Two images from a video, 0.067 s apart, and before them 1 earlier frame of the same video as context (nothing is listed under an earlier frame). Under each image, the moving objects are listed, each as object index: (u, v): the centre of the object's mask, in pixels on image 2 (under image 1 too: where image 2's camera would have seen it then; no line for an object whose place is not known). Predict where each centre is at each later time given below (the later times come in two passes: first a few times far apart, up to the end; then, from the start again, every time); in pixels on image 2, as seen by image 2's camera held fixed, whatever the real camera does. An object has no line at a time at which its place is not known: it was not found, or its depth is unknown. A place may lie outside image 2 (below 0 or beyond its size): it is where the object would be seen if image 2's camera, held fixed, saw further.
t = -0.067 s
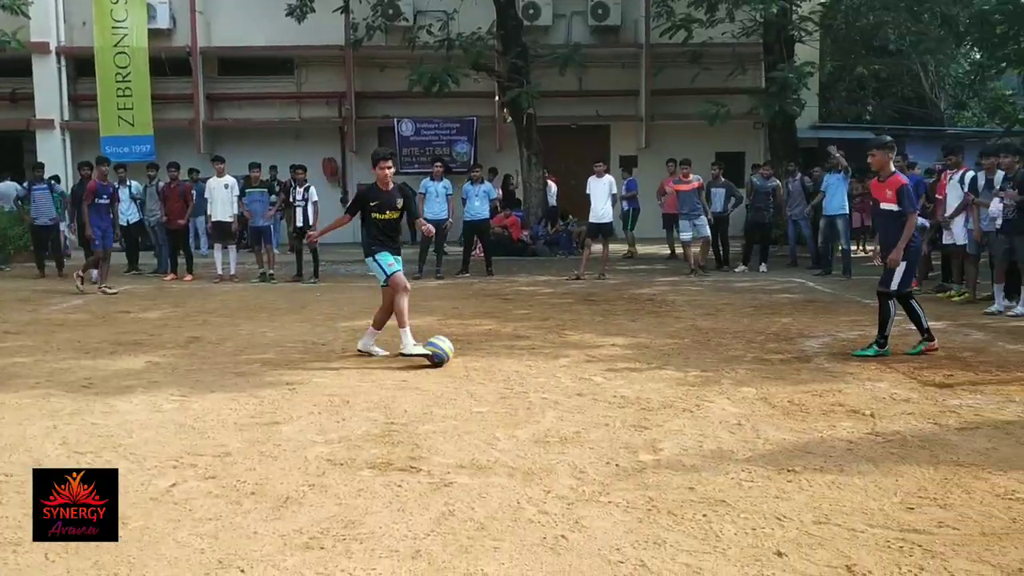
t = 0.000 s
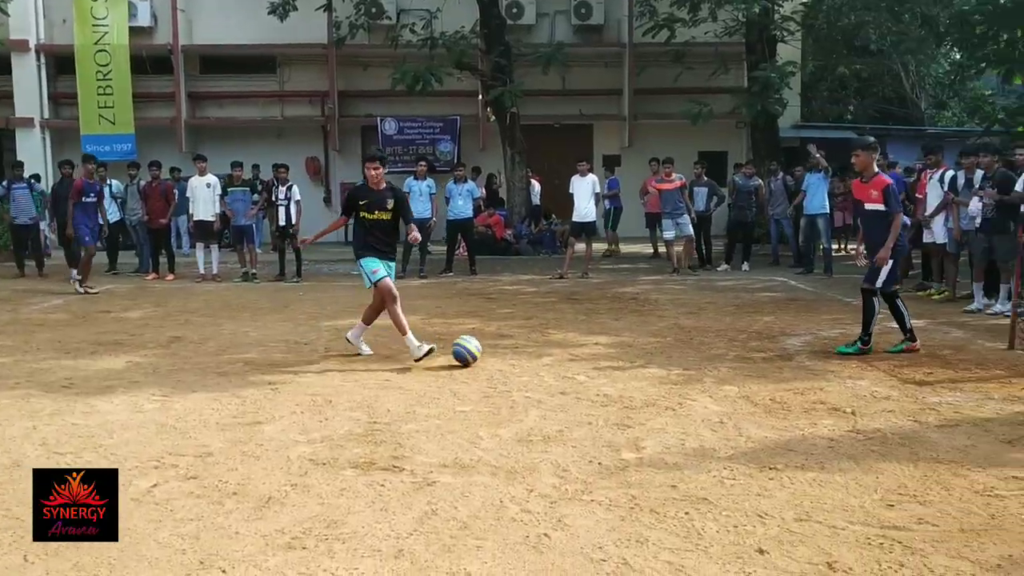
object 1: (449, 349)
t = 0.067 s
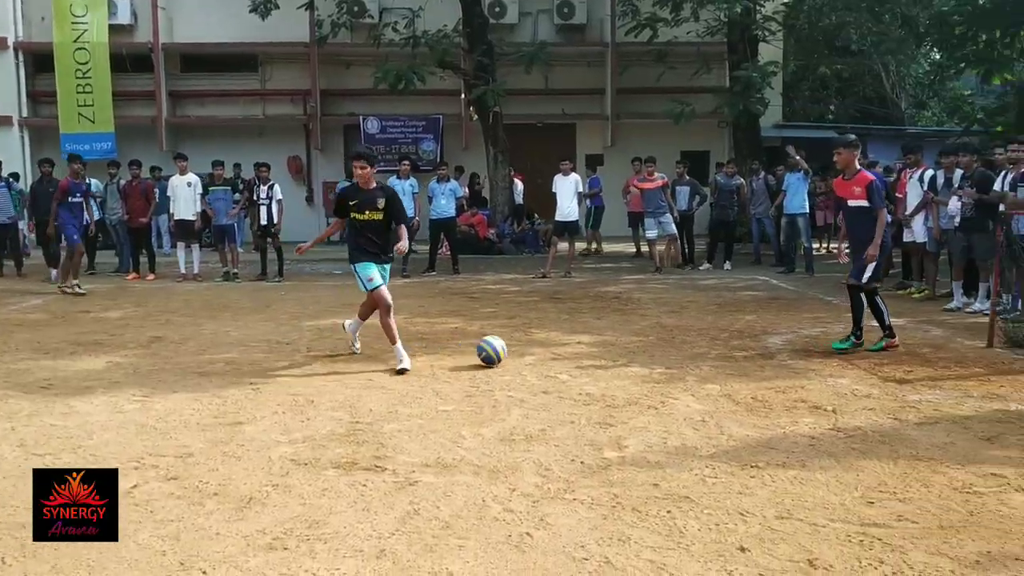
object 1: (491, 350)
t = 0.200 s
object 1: (570, 353)
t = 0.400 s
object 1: (678, 359)
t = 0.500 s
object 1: (729, 357)
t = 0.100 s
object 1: (511, 350)
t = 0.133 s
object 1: (530, 350)
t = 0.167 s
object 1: (551, 352)
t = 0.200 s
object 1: (570, 353)
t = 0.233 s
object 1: (589, 354)
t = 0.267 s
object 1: (607, 356)
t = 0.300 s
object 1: (624, 355)
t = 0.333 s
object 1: (642, 355)
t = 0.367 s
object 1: (660, 357)
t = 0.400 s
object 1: (678, 359)
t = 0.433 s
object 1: (695, 357)
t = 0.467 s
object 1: (712, 356)
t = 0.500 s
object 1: (729, 357)
